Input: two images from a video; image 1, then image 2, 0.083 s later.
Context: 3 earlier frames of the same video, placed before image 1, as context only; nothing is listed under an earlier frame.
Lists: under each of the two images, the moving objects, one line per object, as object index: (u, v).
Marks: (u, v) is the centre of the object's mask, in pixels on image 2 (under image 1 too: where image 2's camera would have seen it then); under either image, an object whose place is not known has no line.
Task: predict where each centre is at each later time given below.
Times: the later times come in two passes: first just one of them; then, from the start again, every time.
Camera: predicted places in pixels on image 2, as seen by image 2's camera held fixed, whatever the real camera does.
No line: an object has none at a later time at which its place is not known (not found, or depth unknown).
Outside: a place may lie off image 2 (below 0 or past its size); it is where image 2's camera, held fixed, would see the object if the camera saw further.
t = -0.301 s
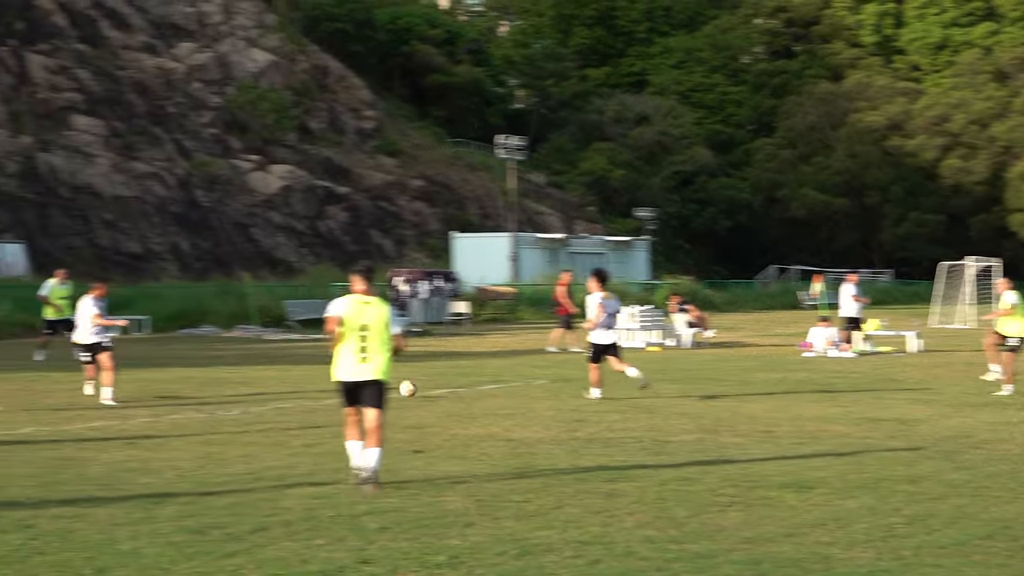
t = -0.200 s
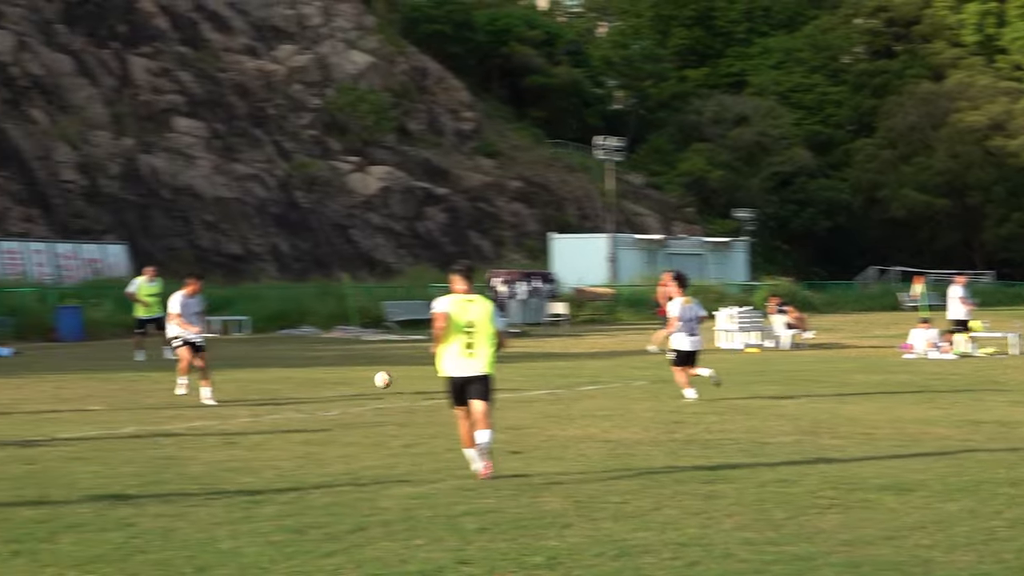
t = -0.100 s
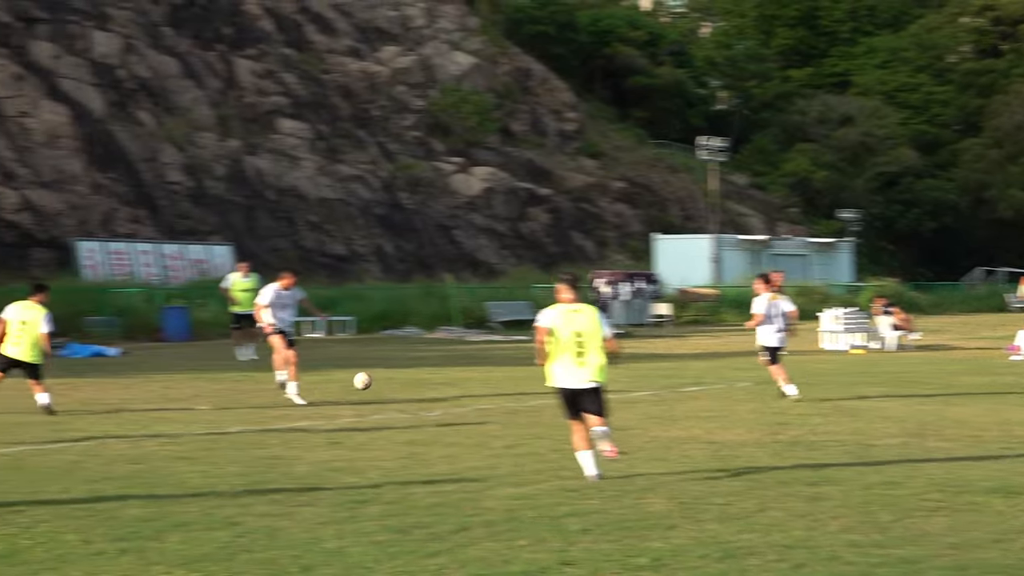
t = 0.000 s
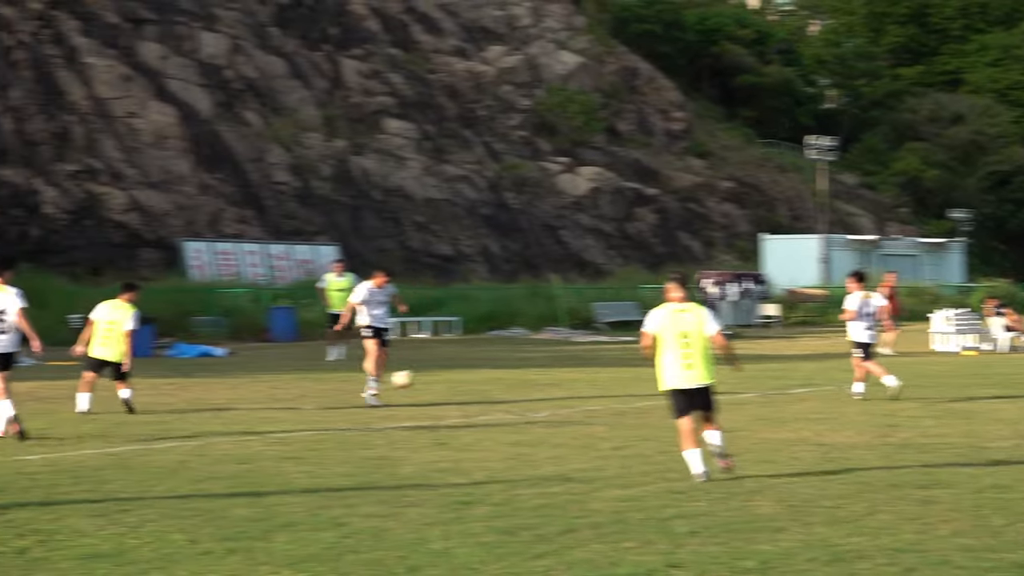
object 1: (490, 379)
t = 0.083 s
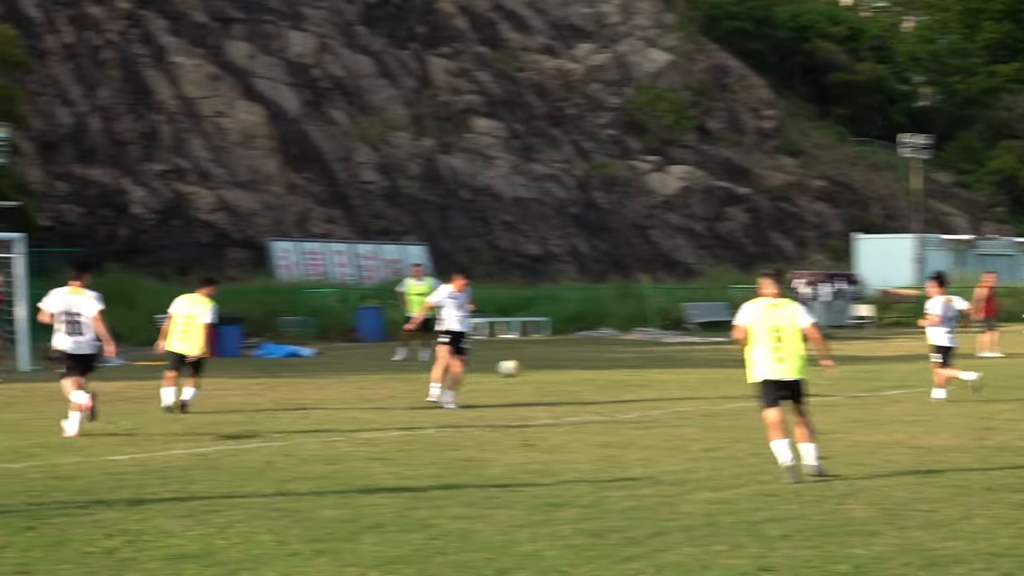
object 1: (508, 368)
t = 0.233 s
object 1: (538, 362)
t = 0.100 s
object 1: (511, 366)
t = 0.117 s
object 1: (514, 365)
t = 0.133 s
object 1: (518, 364)
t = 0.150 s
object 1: (521, 364)
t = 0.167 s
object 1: (524, 363)
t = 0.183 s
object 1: (527, 362)
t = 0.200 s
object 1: (531, 362)
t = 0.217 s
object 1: (534, 362)
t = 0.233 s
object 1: (538, 362)
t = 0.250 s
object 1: (541, 362)
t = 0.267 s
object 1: (544, 363)
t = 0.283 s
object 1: (547, 364)
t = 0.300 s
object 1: (551, 365)
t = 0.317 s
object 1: (554, 366)
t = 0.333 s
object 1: (557, 367)
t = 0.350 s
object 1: (560, 369)
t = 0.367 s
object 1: (563, 370)
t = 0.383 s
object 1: (566, 372)
